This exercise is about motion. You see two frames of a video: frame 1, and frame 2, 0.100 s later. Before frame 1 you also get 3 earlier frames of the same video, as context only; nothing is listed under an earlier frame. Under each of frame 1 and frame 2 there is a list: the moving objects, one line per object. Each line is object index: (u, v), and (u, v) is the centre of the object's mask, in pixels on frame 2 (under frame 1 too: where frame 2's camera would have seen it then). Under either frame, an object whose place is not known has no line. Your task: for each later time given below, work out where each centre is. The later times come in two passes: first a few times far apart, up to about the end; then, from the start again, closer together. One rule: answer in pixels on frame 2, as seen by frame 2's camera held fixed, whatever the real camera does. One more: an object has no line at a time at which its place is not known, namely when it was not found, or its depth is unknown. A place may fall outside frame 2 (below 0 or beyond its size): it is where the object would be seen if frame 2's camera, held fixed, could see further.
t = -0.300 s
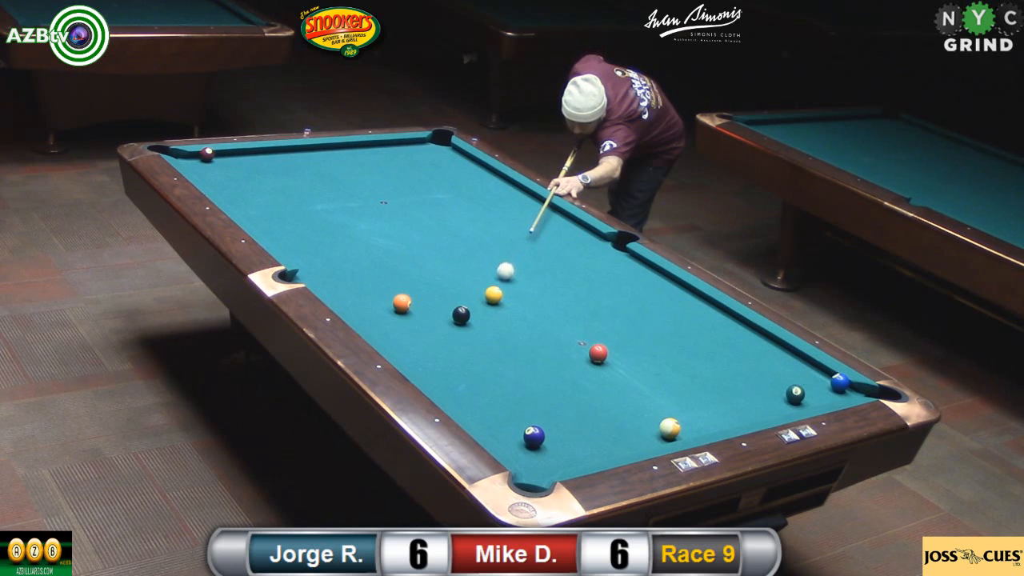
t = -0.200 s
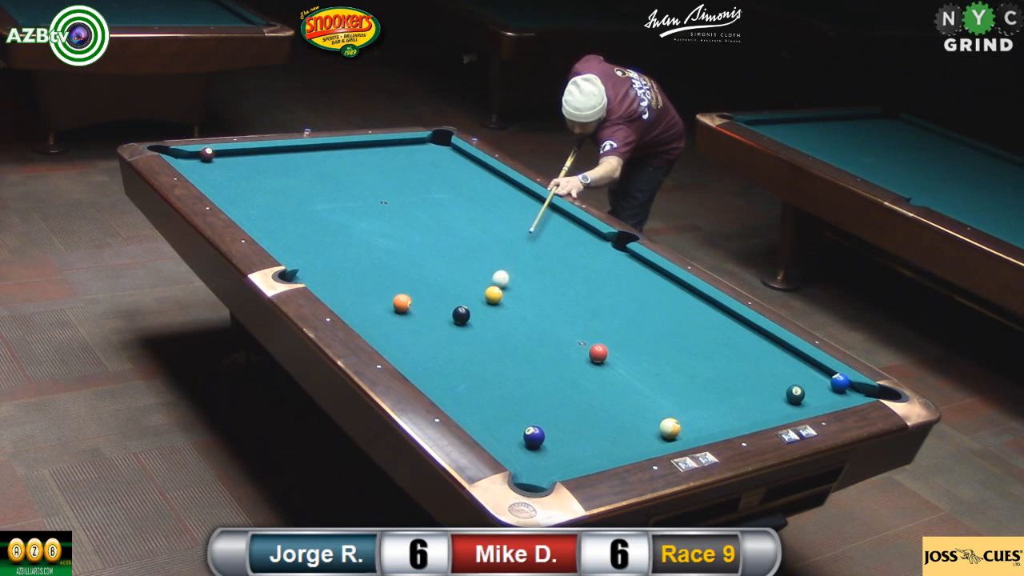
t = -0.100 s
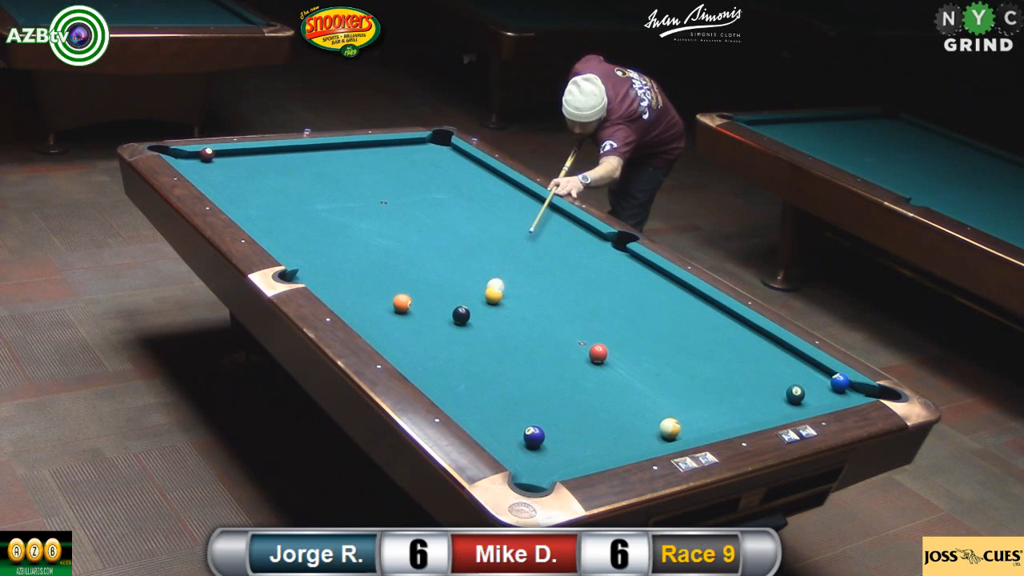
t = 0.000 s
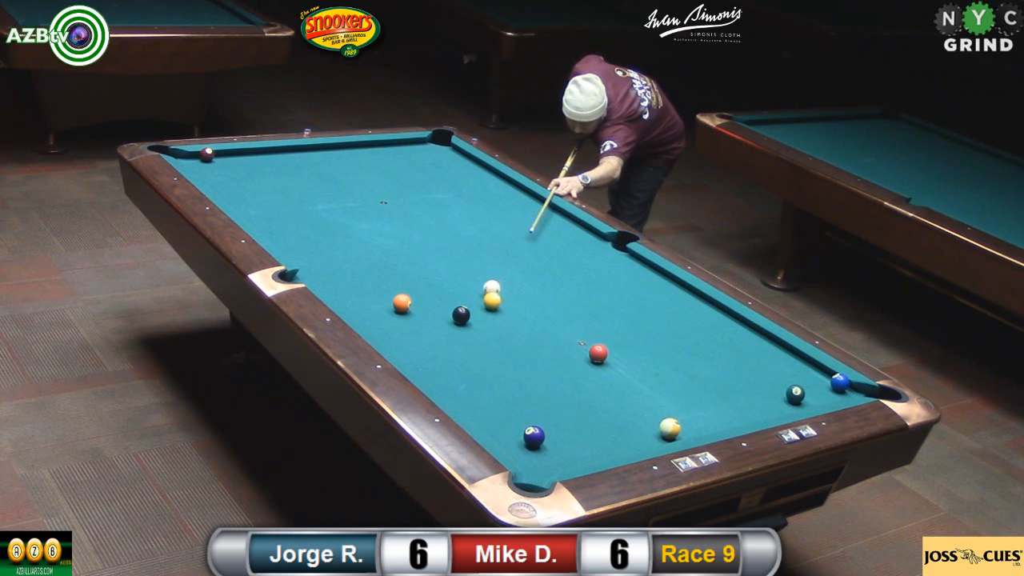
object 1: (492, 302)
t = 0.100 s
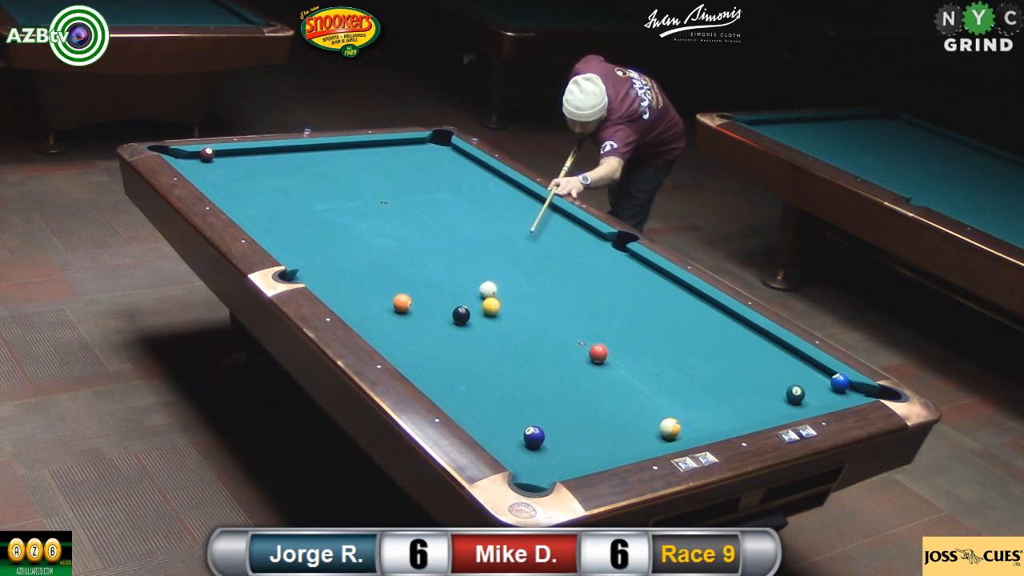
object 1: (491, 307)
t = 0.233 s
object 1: (489, 314)
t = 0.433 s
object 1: (487, 325)
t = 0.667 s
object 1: (483, 338)
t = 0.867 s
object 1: (481, 349)
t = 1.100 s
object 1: (477, 363)
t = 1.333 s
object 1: (474, 376)
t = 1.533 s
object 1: (471, 387)
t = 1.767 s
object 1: (468, 399)
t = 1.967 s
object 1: (468, 408)
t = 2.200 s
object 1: (481, 414)
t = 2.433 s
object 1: (493, 418)
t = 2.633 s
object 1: (503, 421)
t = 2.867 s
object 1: (513, 424)
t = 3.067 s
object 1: (519, 425)
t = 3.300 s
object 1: (523, 425)
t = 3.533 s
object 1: (525, 425)
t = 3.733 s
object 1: (526, 425)
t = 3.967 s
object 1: (526, 425)
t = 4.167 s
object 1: (526, 425)
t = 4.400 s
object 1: (526, 425)
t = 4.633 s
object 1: (526, 425)
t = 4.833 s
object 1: (526, 425)
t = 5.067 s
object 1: (526, 425)
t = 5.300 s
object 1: (526, 425)
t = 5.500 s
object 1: (526, 425)
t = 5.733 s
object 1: (526, 425)
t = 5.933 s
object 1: (526, 425)
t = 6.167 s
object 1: (526, 425)
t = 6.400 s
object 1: (526, 425)
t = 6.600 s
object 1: (526, 425)
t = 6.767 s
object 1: (531, 422)
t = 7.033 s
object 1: (529, 426)
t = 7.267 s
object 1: (525, 426)
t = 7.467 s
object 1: (530, 419)
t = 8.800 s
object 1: (529, 427)
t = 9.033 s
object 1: (525, 425)
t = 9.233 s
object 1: (526, 425)
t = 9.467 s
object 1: (526, 425)
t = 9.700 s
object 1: (526, 425)
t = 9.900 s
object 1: (525, 425)
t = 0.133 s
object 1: (490, 309)
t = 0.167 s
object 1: (490, 311)
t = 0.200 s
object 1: (490, 312)
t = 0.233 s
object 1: (489, 314)
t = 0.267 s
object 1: (489, 316)
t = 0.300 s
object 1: (488, 318)
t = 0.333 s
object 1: (488, 319)
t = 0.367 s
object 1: (487, 321)
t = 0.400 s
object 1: (487, 323)
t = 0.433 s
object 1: (487, 325)
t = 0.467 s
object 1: (486, 327)
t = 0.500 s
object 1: (486, 329)
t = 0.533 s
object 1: (485, 331)
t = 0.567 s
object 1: (485, 332)
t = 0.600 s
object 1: (484, 334)
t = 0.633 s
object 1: (484, 336)
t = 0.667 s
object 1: (483, 338)
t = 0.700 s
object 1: (483, 340)
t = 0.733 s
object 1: (483, 342)
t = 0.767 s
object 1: (482, 344)
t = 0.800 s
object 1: (482, 346)
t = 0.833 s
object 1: (481, 348)
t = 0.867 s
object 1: (481, 349)
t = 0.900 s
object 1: (480, 351)
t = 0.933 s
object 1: (480, 353)
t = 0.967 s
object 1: (479, 355)
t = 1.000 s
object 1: (479, 357)
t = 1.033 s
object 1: (478, 359)
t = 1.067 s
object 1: (478, 361)
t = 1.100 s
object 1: (477, 363)
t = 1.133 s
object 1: (477, 364)
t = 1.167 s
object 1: (476, 366)
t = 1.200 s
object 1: (476, 368)
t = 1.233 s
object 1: (475, 370)
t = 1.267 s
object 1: (475, 372)
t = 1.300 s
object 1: (474, 374)
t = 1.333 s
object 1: (474, 376)
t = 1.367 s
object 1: (474, 377)
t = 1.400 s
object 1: (473, 379)
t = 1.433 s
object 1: (473, 381)
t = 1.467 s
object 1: (472, 383)
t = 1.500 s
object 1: (472, 384)
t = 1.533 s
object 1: (471, 387)
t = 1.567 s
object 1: (471, 388)
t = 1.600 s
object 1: (470, 390)
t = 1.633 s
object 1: (470, 392)
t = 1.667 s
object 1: (469, 394)
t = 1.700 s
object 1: (469, 396)
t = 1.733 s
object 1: (468, 397)
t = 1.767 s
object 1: (468, 399)
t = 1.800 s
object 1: (468, 401)
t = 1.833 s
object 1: (467, 402)
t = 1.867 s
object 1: (467, 404)
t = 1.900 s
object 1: (467, 405)
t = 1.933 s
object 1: (467, 406)
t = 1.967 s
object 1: (468, 408)
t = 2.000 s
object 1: (469, 408)
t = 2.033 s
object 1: (471, 409)
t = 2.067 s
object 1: (473, 410)
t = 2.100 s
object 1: (475, 411)
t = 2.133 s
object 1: (477, 412)
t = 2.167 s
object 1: (479, 413)
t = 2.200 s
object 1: (481, 414)
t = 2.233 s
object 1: (483, 414)
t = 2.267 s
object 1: (484, 415)
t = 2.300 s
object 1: (486, 416)
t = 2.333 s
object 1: (488, 416)
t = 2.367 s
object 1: (490, 417)
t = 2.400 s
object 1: (492, 417)
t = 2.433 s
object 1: (493, 418)
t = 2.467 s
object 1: (495, 418)
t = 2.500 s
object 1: (497, 419)
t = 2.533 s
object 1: (498, 419)
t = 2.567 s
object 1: (500, 420)
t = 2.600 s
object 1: (501, 420)
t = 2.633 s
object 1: (503, 421)
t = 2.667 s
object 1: (504, 421)
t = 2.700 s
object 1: (506, 422)
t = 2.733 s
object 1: (507, 422)
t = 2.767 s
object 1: (509, 422)
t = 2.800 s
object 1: (510, 423)
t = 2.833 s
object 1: (512, 423)
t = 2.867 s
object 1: (513, 424)
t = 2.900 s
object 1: (514, 424)
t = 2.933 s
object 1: (515, 424)
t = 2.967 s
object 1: (516, 424)
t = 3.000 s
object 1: (517, 424)
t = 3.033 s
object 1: (518, 425)
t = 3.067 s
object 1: (519, 425)
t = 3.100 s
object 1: (520, 425)
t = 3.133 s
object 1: (521, 425)
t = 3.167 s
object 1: (521, 425)
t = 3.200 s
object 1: (522, 425)
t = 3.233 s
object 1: (522, 425)
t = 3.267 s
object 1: (523, 425)
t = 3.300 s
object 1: (523, 425)
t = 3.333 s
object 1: (524, 425)
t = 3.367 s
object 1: (524, 424)
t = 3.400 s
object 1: (524, 425)
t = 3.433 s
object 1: (525, 424)
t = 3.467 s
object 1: (525, 424)
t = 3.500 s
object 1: (525, 425)
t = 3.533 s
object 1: (525, 425)
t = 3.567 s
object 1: (526, 425)
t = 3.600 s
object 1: (526, 425)
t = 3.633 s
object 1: (526, 425)
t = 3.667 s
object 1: (526, 425)
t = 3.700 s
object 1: (526, 425)
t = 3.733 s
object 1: (526, 425)
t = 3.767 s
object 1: (526, 425)
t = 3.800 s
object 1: (526, 425)
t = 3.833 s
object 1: (526, 425)
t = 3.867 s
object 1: (526, 425)
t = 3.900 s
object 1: (526, 425)
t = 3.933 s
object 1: (526, 425)
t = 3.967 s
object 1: (526, 425)
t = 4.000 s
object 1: (526, 425)
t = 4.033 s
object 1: (526, 425)
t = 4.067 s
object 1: (526, 425)
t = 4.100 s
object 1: (526, 425)
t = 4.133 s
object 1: (526, 425)
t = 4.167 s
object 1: (526, 425)
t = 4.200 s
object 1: (526, 425)
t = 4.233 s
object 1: (526, 425)
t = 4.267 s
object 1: (526, 425)
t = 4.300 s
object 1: (526, 425)
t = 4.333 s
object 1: (526, 425)
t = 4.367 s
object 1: (526, 425)
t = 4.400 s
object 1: (526, 425)
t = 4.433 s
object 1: (526, 425)
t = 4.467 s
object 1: (526, 425)
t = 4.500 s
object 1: (526, 425)
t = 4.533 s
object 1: (526, 425)
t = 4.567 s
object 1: (526, 425)
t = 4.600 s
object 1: (526, 425)
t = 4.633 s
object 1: (526, 425)
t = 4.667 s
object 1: (526, 425)
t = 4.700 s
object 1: (526, 425)
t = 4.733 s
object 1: (526, 425)
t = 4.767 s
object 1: (526, 425)
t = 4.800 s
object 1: (526, 425)
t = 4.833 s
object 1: (526, 425)
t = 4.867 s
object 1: (526, 425)
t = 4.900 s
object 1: (526, 425)
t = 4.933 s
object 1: (526, 425)
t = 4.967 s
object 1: (526, 425)
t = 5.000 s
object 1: (526, 425)
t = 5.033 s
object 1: (526, 425)
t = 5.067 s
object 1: (526, 425)
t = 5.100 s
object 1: (526, 425)
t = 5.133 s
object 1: (526, 425)
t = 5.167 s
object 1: (526, 425)
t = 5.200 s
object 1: (526, 425)
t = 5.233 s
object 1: (526, 425)
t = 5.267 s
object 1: (526, 425)
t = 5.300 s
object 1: (526, 425)
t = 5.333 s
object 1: (526, 425)
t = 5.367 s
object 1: (526, 425)
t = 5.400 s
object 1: (526, 425)
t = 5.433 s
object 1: (526, 425)
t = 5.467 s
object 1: (526, 425)
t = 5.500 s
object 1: (526, 425)
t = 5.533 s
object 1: (526, 425)
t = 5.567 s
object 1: (526, 425)
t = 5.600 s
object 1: (526, 425)
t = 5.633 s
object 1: (526, 425)
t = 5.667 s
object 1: (526, 425)
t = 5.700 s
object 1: (526, 425)
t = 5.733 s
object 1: (526, 425)
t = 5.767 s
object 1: (526, 425)
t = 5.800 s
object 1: (526, 425)
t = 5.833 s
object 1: (526, 425)
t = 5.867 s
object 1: (526, 425)
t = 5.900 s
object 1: (526, 425)
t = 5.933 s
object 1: (526, 425)
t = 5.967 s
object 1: (526, 425)
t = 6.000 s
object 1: (526, 425)
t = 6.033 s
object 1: (526, 425)
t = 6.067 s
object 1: (526, 425)
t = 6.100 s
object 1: (526, 425)
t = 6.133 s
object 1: (526, 425)
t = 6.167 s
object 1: (526, 425)
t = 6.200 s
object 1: (526, 425)
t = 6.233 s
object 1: (526, 425)
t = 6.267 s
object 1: (526, 425)
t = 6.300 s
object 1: (526, 425)
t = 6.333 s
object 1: (526, 425)
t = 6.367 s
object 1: (526, 425)
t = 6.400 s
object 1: (526, 425)
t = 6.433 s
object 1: (526, 425)
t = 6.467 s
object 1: (526, 425)
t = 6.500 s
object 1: (526, 425)
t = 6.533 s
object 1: (526, 425)
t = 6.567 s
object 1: (526, 425)
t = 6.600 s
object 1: (526, 425)
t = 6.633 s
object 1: (526, 425)
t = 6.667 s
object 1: (526, 425)
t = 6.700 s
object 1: (526, 425)
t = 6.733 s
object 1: (527, 424)
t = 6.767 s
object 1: (531, 422)
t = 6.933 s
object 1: (535, 425)
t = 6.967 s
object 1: (534, 423)
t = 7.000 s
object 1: (534, 424)
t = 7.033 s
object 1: (529, 426)
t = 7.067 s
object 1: (526, 426)
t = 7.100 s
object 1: (525, 425)
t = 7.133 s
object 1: (526, 425)
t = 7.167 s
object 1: (525, 426)
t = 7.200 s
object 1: (525, 426)
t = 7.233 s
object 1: (525, 426)
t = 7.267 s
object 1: (525, 426)
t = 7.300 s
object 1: (526, 425)
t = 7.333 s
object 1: (526, 425)
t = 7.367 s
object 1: (526, 424)
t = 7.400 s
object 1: (526, 423)
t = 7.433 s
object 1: (528, 422)
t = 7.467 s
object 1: (530, 419)
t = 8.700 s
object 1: (519, 423)
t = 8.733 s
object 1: (522, 425)
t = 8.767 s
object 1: (526, 427)
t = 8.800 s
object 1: (529, 427)
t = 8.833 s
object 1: (533, 425)
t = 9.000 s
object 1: (522, 421)
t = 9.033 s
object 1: (525, 425)
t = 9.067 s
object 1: (526, 425)
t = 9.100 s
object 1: (526, 425)
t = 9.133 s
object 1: (526, 425)
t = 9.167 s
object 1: (526, 425)
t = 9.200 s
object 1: (526, 425)
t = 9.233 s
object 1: (526, 425)
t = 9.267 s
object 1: (526, 425)
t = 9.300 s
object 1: (526, 425)
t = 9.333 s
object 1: (526, 425)
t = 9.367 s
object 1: (526, 425)
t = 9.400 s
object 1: (526, 425)
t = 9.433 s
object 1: (526, 425)
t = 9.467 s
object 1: (526, 425)
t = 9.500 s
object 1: (526, 425)
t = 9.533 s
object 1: (526, 425)
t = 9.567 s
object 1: (526, 425)
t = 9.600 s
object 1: (526, 425)
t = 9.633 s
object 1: (526, 425)
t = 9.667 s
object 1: (526, 425)
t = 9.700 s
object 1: (526, 425)
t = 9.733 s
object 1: (526, 425)
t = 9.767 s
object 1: (525, 425)
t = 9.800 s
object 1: (526, 425)
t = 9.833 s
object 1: (526, 425)
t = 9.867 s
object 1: (526, 425)
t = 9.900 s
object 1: (525, 425)
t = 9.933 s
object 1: (525, 425)
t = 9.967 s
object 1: (525, 425)
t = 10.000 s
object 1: (525, 425)
